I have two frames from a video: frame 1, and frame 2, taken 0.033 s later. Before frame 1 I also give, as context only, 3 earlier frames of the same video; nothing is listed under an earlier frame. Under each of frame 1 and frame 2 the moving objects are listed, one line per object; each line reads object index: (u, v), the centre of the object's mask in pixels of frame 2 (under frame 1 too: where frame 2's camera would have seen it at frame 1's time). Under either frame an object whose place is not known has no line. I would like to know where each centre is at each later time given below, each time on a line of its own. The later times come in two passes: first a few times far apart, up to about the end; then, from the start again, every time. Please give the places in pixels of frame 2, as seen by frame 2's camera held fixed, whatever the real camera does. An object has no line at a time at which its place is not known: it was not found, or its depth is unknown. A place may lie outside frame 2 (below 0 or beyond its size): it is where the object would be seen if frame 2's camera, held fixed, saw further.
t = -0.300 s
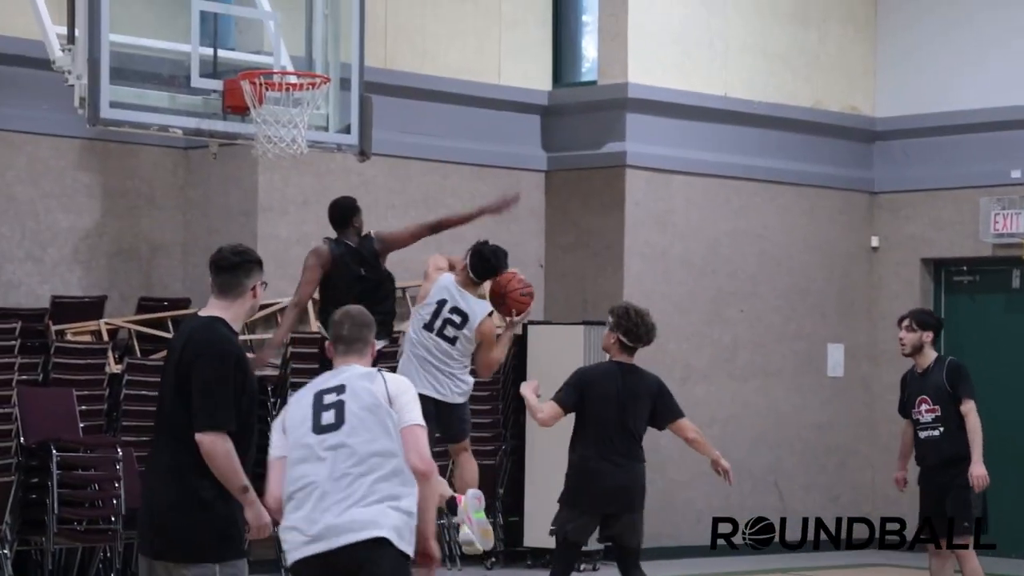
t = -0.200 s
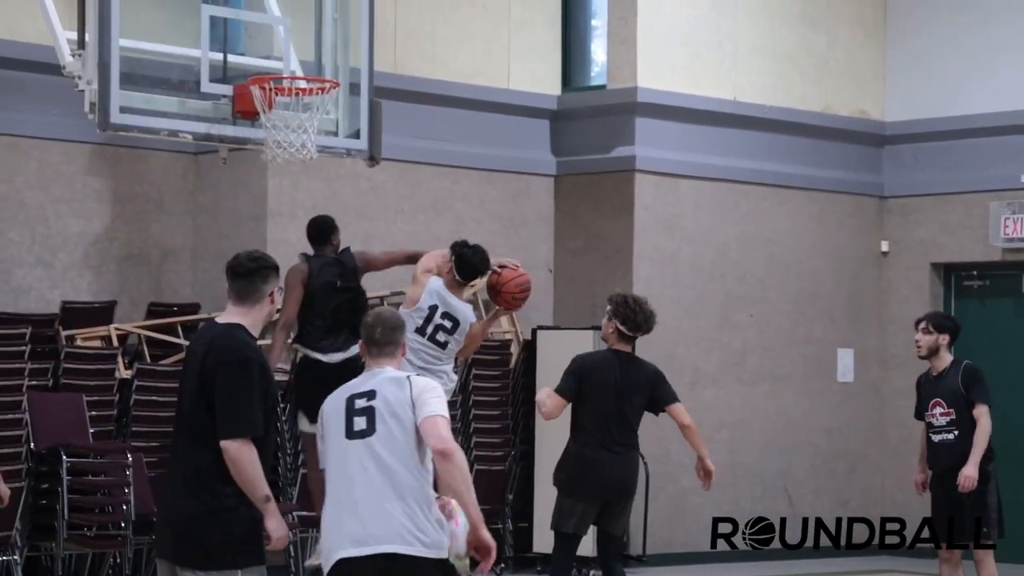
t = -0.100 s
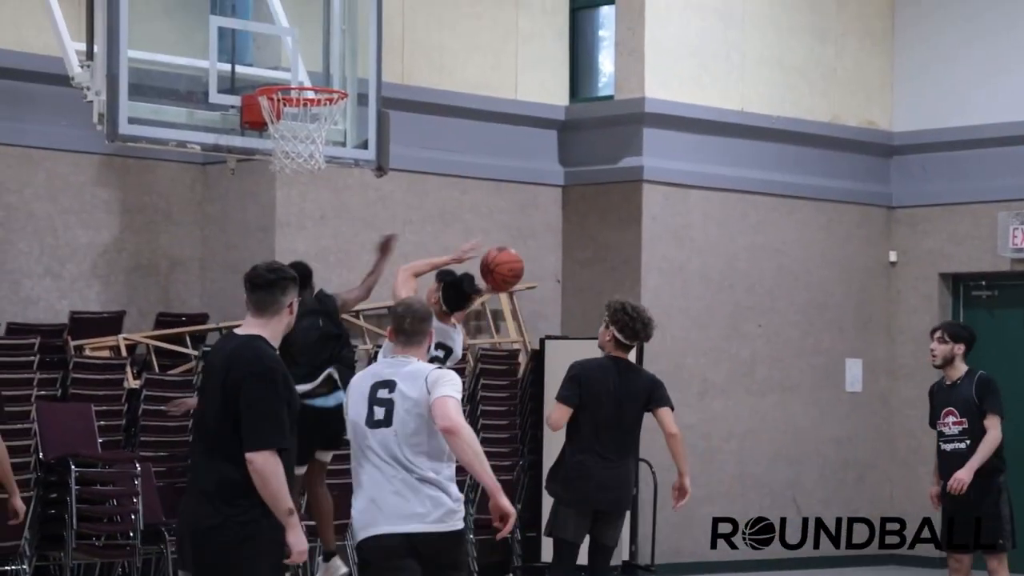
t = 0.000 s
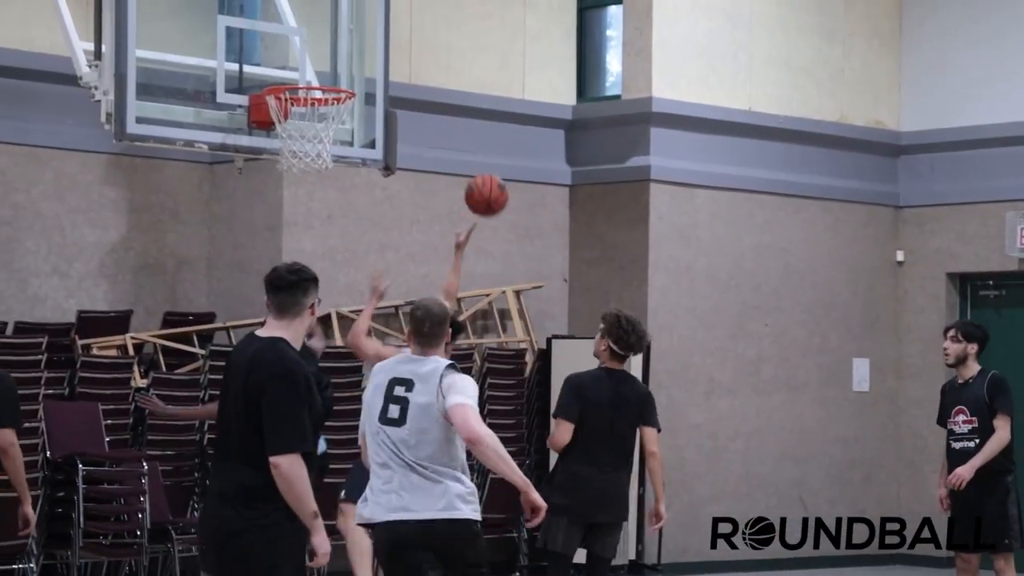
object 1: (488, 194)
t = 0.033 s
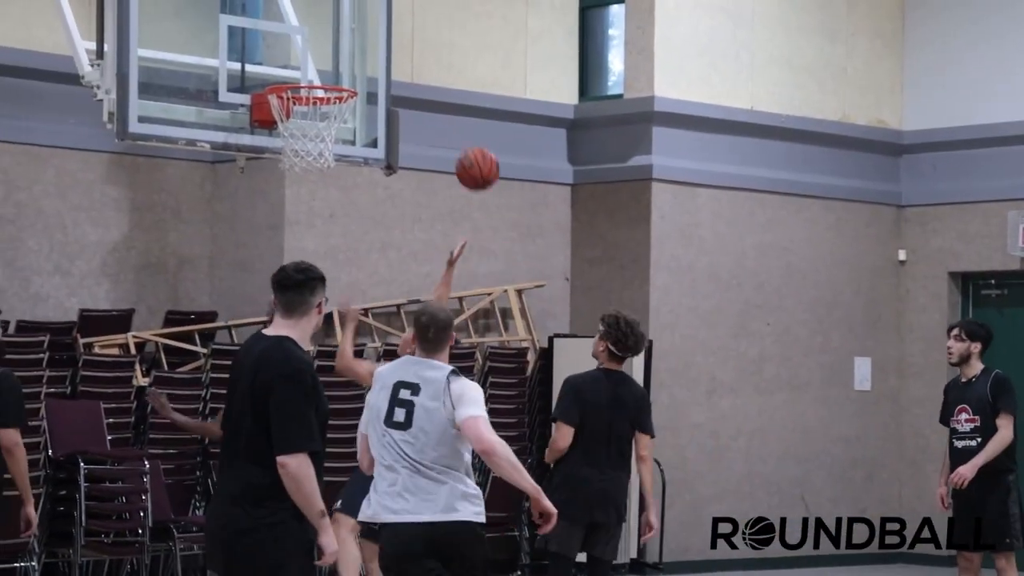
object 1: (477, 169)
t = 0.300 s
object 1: (389, 37)
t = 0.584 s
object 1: (299, 34)
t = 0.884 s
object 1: (319, 107)
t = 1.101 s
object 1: (292, 172)
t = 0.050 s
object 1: (472, 157)
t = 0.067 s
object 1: (466, 146)
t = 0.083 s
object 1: (461, 134)
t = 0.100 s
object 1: (456, 124)
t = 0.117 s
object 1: (450, 115)
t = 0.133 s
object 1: (445, 105)
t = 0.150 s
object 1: (439, 96)
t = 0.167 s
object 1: (434, 87)
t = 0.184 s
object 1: (428, 79)
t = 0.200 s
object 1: (423, 72)
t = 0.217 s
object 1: (417, 65)
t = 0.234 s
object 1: (412, 58)
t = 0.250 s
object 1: (406, 52)
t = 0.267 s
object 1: (400, 47)
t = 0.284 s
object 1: (395, 41)
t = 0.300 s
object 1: (389, 37)
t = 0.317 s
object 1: (383, 33)
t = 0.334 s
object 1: (378, 29)
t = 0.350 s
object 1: (373, 27)
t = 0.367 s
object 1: (367, 25)
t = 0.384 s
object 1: (361, 24)
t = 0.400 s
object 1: (355, 23)
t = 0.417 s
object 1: (350, 22)
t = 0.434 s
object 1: (344, 22)
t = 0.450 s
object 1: (338, 21)
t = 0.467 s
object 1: (333, 22)
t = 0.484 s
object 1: (327, 22)
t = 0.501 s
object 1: (321, 22)
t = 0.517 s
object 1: (316, 23)
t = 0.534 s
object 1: (310, 26)
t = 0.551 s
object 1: (304, 28)
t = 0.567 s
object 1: (299, 31)
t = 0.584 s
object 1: (299, 34)
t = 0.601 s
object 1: (301, 38)
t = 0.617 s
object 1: (303, 42)
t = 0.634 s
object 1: (305, 46)
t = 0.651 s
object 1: (307, 52)
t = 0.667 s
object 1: (309, 57)
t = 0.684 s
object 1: (311, 63)
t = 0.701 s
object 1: (313, 68)
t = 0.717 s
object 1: (315, 72)
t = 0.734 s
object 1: (317, 73)
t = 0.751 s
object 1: (319, 74)
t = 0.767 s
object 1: (320, 75)
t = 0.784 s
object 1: (319, 80)
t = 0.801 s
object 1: (321, 88)
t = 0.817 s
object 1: (322, 91)
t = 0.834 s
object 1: (323, 95)
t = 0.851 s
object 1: (324, 99)
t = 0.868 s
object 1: (322, 103)
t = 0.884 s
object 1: (319, 107)
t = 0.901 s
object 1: (317, 108)
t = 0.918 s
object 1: (314, 111)
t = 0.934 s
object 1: (311, 115)
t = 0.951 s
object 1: (309, 120)
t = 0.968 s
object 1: (307, 126)
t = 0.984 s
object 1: (304, 132)
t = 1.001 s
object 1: (301, 138)
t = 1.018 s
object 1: (300, 144)
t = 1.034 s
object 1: (297, 150)
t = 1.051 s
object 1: (296, 154)
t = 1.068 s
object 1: (295, 159)
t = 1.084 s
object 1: (294, 168)
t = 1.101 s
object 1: (292, 172)
